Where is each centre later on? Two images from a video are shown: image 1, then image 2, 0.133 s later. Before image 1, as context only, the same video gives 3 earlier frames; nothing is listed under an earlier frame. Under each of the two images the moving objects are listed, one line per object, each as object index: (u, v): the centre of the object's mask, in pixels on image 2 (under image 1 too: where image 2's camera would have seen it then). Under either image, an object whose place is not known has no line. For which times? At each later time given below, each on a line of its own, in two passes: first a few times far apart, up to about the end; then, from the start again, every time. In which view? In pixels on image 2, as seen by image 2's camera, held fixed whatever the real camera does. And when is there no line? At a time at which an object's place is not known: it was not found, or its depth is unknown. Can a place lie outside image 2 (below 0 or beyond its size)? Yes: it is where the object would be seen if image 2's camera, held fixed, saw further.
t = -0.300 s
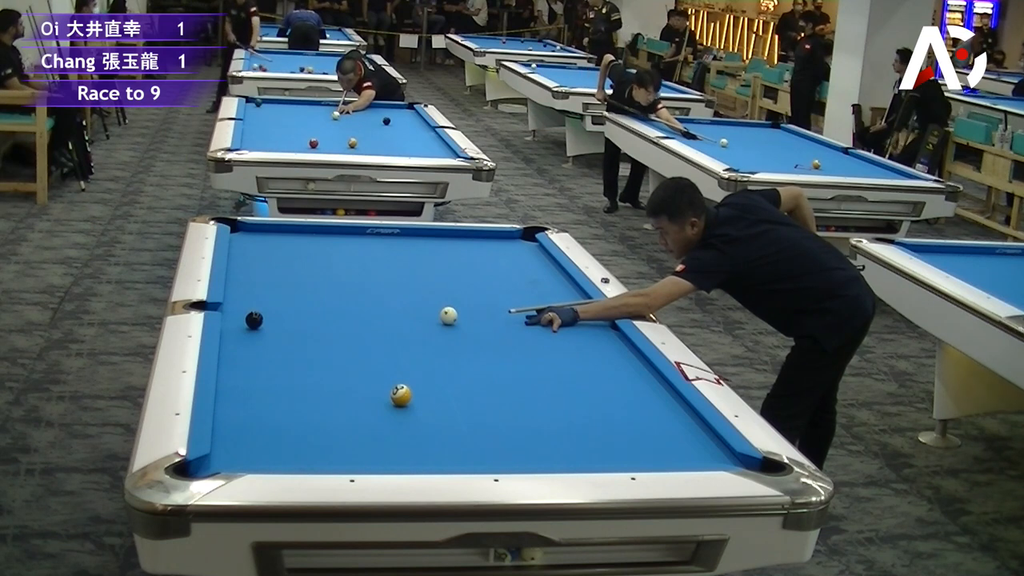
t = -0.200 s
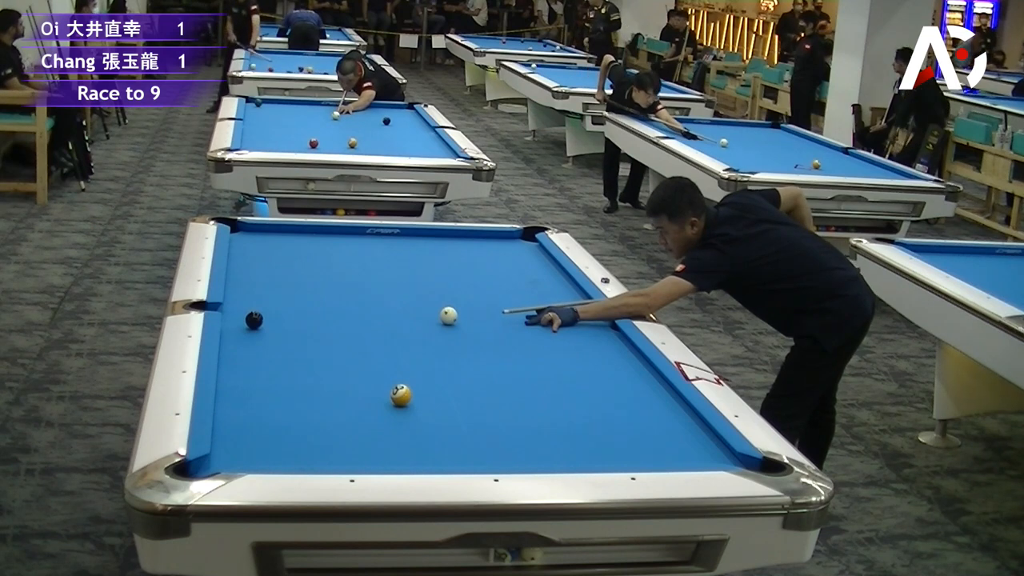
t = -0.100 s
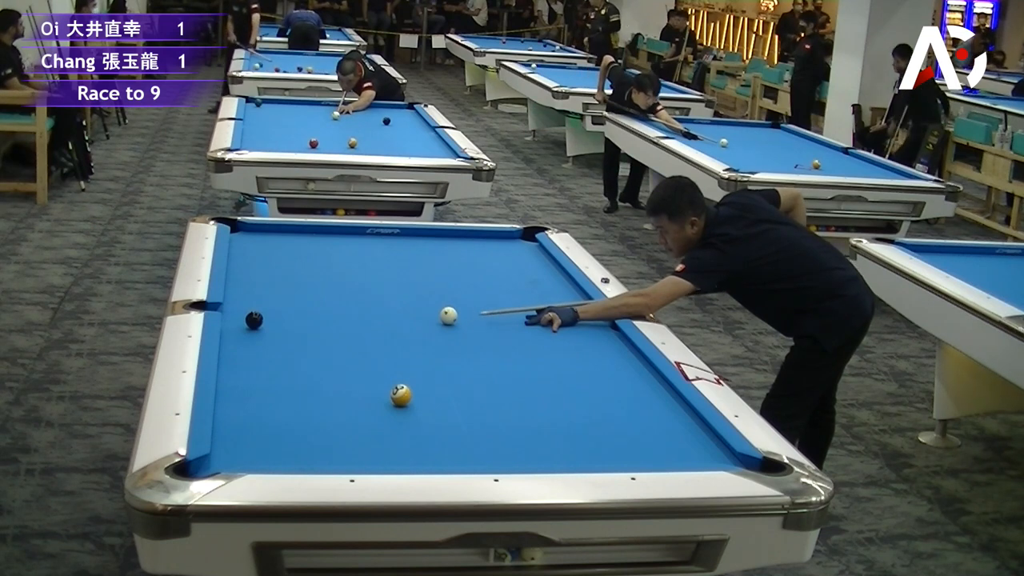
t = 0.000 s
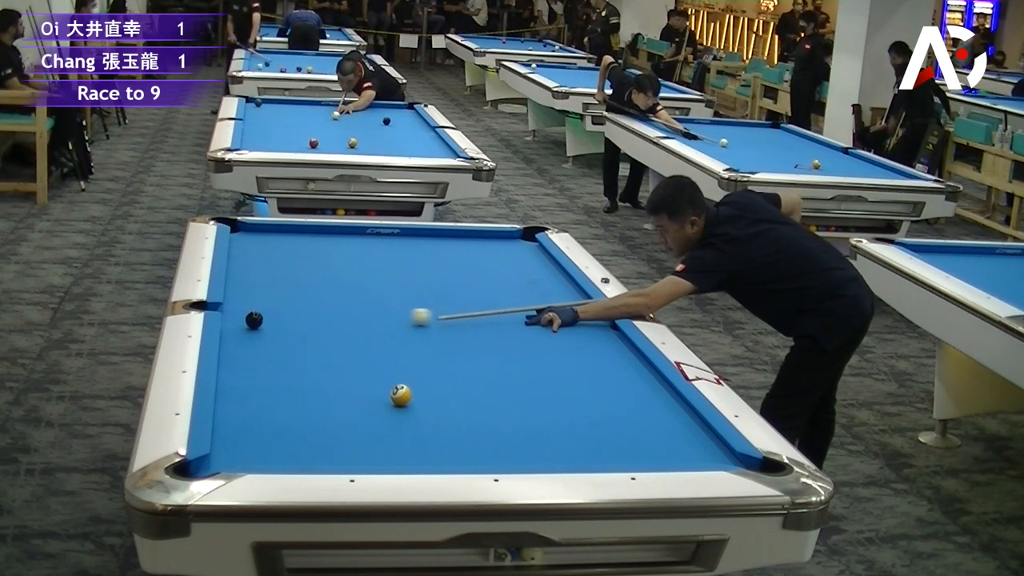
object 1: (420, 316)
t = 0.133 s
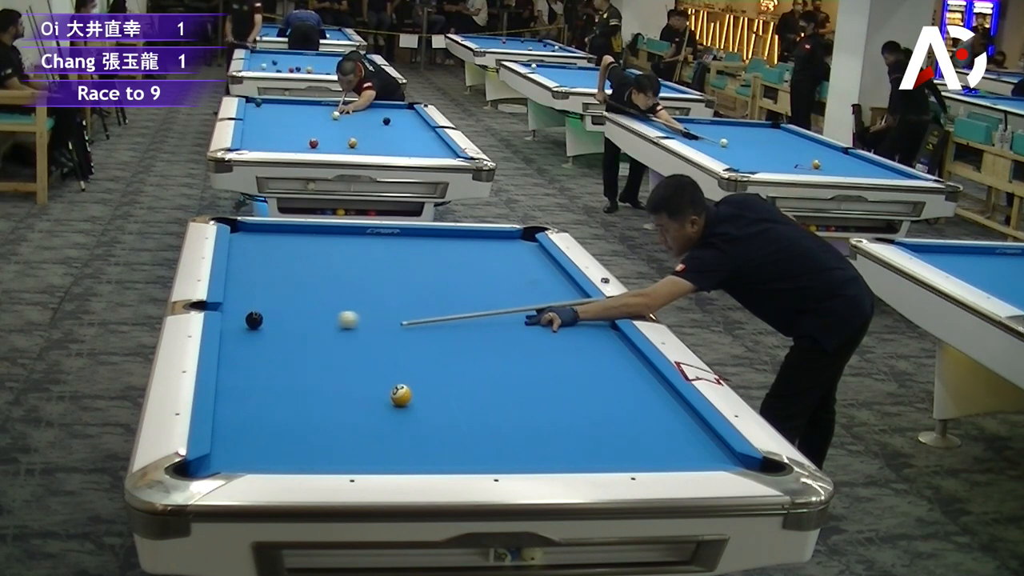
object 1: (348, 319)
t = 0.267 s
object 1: (284, 322)
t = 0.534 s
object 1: (235, 339)
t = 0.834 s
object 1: (278, 361)
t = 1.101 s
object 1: (316, 383)
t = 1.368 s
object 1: (356, 405)
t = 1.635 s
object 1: (399, 429)
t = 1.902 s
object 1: (443, 454)
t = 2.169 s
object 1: (485, 457)
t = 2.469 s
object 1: (521, 445)
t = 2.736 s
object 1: (549, 434)
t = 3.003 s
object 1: (574, 423)
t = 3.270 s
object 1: (596, 414)
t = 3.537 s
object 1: (616, 405)
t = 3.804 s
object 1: (634, 397)
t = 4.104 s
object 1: (652, 390)
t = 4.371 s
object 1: (658, 384)
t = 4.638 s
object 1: (647, 381)
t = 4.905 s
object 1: (637, 378)
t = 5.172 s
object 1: (629, 375)
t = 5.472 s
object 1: (622, 373)
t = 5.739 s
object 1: (617, 372)
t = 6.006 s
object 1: (614, 371)
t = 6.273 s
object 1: (613, 371)
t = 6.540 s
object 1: (613, 371)
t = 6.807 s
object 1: (613, 371)
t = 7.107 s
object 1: (613, 371)
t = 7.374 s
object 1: (613, 371)
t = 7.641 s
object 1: (613, 371)
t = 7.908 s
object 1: (613, 371)
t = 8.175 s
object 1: (613, 371)
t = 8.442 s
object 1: (613, 371)
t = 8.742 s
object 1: (613, 371)
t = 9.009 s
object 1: (613, 371)
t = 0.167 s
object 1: (331, 320)
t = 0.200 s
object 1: (315, 320)
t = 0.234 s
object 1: (299, 321)
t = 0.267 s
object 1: (284, 322)
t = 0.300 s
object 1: (270, 323)
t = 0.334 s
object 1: (263, 325)
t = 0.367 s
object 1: (257, 328)
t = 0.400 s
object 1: (249, 329)
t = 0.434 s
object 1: (241, 332)
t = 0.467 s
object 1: (233, 334)
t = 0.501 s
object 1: (230, 336)
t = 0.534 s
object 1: (235, 339)
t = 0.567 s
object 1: (241, 341)
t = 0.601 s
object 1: (246, 343)
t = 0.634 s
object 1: (250, 346)
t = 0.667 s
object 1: (254, 349)
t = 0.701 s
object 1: (259, 351)
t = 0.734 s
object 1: (264, 354)
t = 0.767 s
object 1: (268, 356)
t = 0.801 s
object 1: (273, 359)
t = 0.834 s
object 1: (278, 361)
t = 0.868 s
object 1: (282, 364)
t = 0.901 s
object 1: (286, 366)
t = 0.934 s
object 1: (292, 369)
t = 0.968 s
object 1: (296, 372)
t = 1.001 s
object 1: (301, 375)
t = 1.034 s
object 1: (306, 377)
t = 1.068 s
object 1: (311, 380)
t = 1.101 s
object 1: (316, 383)
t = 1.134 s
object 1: (321, 385)
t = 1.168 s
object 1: (325, 388)
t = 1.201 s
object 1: (330, 391)
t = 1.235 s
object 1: (335, 394)
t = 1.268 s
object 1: (341, 397)
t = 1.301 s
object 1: (346, 400)
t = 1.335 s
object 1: (351, 402)
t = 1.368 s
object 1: (356, 405)
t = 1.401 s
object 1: (361, 408)
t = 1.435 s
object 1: (367, 411)
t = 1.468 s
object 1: (372, 414)
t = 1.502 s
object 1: (377, 417)
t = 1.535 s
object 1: (382, 420)
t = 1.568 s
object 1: (388, 423)
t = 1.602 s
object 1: (393, 426)
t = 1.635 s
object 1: (399, 429)
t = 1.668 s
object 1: (404, 432)
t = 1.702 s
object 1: (409, 435)
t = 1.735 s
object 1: (415, 438)
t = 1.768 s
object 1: (421, 441)
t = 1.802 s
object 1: (427, 444)
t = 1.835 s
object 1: (432, 448)
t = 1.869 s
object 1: (438, 451)
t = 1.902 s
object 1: (443, 454)
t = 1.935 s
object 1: (450, 455)
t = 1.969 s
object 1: (456, 457)
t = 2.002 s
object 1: (462, 459)
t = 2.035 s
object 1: (467, 461)
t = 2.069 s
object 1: (472, 460)
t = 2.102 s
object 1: (477, 459)
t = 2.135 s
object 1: (480, 458)
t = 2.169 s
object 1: (485, 457)
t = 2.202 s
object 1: (489, 456)
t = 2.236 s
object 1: (493, 455)
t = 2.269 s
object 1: (497, 453)
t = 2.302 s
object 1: (501, 452)
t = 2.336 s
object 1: (505, 451)
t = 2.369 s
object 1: (509, 450)
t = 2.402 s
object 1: (513, 448)
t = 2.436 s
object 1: (517, 447)
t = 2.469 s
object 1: (521, 445)
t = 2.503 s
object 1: (524, 443)
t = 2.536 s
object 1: (528, 442)
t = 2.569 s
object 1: (532, 440)
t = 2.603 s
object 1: (535, 439)
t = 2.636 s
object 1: (539, 438)
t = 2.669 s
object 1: (542, 437)
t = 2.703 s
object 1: (546, 435)
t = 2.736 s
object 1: (549, 434)
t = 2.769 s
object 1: (552, 432)
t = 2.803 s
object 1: (555, 431)
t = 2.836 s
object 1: (558, 429)
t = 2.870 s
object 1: (562, 428)
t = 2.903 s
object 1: (565, 427)
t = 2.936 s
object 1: (568, 425)
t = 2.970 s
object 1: (571, 424)
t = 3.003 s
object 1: (574, 423)
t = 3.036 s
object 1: (577, 422)
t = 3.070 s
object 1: (580, 421)
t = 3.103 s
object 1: (582, 419)
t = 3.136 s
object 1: (585, 418)
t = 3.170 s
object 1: (588, 417)
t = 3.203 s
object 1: (591, 416)
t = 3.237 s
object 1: (594, 415)
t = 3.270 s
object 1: (596, 414)
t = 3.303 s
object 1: (599, 412)
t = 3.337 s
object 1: (601, 412)
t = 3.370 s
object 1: (604, 411)
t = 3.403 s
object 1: (607, 409)
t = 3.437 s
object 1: (609, 408)
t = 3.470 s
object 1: (611, 407)
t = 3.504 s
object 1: (614, 406)
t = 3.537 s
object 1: (616, 405)
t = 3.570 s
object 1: (619, 404)
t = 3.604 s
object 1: (621, 403)
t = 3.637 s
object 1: (624, 402)
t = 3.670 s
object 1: (626, 401)
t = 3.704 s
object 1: (628, 400)
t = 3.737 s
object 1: (630, 399)
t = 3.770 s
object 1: (632, 399)
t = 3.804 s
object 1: (634, 397)
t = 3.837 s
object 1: (636, 397)
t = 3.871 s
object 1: (638, 396)
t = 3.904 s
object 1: (640, 395)
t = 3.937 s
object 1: (642, 394)
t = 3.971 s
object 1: (644, 393)
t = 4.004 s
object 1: (646, 392)
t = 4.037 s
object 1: (648, 391)
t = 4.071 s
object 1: (650, 390)
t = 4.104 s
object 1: (652, 390)
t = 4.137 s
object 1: (654, 389)
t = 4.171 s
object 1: (656, 388)
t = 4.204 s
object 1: (657, 387)
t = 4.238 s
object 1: (659, 386)
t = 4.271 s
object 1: (661, 386)
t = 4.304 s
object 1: (661, 385)
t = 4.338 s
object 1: (660, 385)
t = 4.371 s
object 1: (658, 384)
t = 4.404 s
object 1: (657, 383)
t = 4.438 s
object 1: (655, 383)
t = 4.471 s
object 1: (653, 382)
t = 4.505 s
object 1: (652, 382)
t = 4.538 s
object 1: (651, 382)
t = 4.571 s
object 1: (649, 382)
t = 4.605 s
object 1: (648, 381)
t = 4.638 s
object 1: (647, 381)
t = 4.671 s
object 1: (645, 380)
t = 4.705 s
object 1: (644, 380)
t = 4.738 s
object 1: (643, 380)
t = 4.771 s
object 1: (642, 379)
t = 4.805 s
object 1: (640, 379)
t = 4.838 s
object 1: (639, 379)
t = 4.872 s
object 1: (638, 378)
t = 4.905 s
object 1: (637, 378)
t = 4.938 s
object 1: (636, 378)
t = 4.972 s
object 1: (635, 377)
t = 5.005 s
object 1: (634, 377)
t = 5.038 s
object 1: (633, 376)
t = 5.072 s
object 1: (631, 376)
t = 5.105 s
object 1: (631, 376)
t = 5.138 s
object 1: (630, 376)
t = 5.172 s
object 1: (629, 375)
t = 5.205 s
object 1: (628, 375)
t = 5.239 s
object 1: (628, 375)
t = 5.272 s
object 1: (626, 375)
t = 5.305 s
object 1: (626, 374)
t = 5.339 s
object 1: (625, 374)
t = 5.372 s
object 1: (624, 374)
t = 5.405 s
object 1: (623, 374)
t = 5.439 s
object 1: (623, 374)
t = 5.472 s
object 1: (622, 373)
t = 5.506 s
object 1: (621, 373)
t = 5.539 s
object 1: (621, 373)
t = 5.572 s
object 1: (620, 373)
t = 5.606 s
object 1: (619, 373)
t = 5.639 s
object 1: (619, 373)
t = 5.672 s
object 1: (618, 372)
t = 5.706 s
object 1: (618, 372)
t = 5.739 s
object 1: (617, 372)
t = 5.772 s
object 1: (617, 372)
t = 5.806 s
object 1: (617, 372)
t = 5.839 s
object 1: (616, 372)
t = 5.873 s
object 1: (615, 371)
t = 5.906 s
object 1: (615, 371)
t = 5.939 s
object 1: (615, 371)
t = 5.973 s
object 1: (615, 371)
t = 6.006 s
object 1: (614, 371)
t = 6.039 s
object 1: (614, 371)
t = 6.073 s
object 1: (614, 371)
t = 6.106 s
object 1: (614, 371)
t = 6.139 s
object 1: (613, 371)
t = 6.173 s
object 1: (613, 371)
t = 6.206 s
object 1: (613, 371)
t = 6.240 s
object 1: (613, 371)
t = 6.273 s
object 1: (613, 371)
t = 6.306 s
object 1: (613, 371)
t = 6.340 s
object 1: (613, 371)
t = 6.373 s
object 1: (613, 371)
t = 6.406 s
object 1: (613, 371)
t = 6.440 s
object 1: (613, 371)
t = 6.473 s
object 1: (613, 371)
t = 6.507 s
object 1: (613, 371)
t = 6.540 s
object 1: (613, 371)
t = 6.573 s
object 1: (613, 371)
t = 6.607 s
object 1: (613, 371)
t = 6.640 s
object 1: (613, 371)
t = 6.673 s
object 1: (613, 371)
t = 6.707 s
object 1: (613, 371)
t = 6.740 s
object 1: (613, 371)
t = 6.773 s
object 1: (613, 371)
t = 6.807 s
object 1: (613, 371)
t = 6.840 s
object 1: (613, 371)
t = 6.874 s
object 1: (613, 371)
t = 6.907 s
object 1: (613, 371)
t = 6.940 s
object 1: (613, 371)
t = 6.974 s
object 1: (613, 371)
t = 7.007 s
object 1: (613, 371)
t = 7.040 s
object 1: (613, 371)
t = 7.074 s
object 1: (613, 371)
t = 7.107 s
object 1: (613, 371)
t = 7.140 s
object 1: (613, 371)
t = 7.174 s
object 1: (613, 371)
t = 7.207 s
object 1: (613, 371)
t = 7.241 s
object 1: (613, 371)
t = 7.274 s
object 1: (613, 371)
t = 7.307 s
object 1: (613, 371)
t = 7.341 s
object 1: (613, 371)
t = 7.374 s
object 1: (613, 371)
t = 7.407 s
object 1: (613, 371)
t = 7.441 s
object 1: (613, 371)
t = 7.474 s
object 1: (613, 371)
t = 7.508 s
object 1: (613, 371)
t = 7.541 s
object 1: (613, 371)
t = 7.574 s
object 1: (613, 371)
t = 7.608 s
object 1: (613, 371)
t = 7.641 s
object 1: (613, 371)
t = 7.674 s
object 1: (613, 371)
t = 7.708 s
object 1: (613, 371)
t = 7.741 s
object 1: (613, 371)
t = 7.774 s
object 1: (613, 371)
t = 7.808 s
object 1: (613, 371)
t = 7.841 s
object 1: (613, 371)
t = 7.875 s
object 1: (613, 371)
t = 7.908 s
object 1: (613, 371)
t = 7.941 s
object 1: (613, 371)
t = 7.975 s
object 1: (613, 371)
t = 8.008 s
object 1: (613, 371)
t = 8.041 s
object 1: (613, 371)
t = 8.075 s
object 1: (613, 371)
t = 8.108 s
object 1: (613, 371)
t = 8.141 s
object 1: (613, 371)
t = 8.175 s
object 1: (613, 371)
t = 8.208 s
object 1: (613, 371)
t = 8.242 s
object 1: (613, 371)
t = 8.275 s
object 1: (613, 371)
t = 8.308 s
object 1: (613, 371)
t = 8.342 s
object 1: (613, 371)
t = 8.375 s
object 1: (613, 371)
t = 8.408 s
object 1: (613, 371)
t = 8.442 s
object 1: (613, 371)
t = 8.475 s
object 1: (613, 371)
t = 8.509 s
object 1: (613, 371)
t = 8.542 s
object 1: (613, 371)
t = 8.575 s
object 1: (613, 371)
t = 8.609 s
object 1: (613, 371)
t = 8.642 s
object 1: (613, 371)
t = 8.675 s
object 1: (613, 371)
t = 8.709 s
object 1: (613, 371)
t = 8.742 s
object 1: (613, 371)
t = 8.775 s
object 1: (613, 371)
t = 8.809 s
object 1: (613, 371)
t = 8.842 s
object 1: (613, 371)
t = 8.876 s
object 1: (613, 371)
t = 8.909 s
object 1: (613, 371)
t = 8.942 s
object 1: (613, 371)
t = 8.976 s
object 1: (613, 371)
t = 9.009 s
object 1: (613, 371)
